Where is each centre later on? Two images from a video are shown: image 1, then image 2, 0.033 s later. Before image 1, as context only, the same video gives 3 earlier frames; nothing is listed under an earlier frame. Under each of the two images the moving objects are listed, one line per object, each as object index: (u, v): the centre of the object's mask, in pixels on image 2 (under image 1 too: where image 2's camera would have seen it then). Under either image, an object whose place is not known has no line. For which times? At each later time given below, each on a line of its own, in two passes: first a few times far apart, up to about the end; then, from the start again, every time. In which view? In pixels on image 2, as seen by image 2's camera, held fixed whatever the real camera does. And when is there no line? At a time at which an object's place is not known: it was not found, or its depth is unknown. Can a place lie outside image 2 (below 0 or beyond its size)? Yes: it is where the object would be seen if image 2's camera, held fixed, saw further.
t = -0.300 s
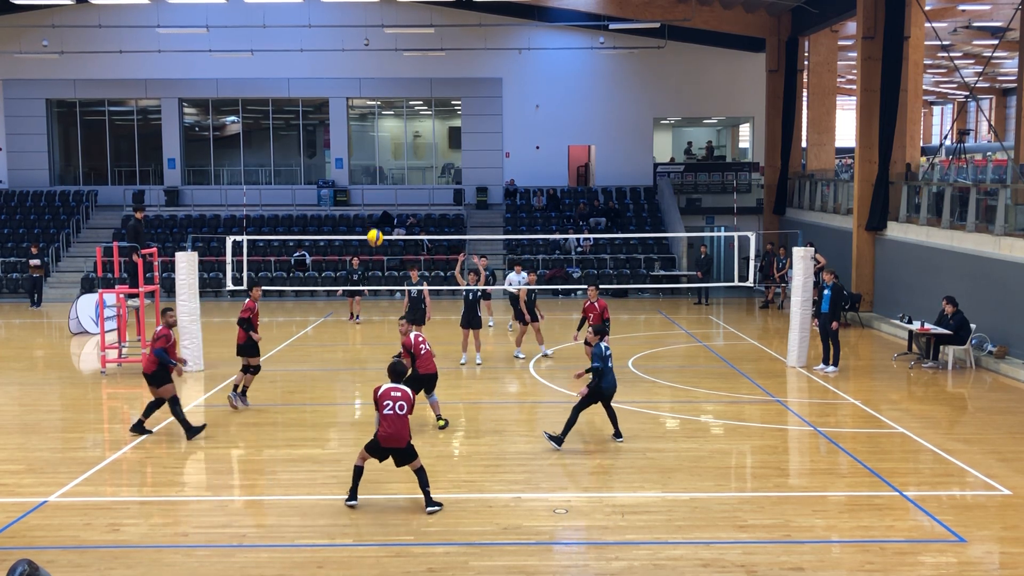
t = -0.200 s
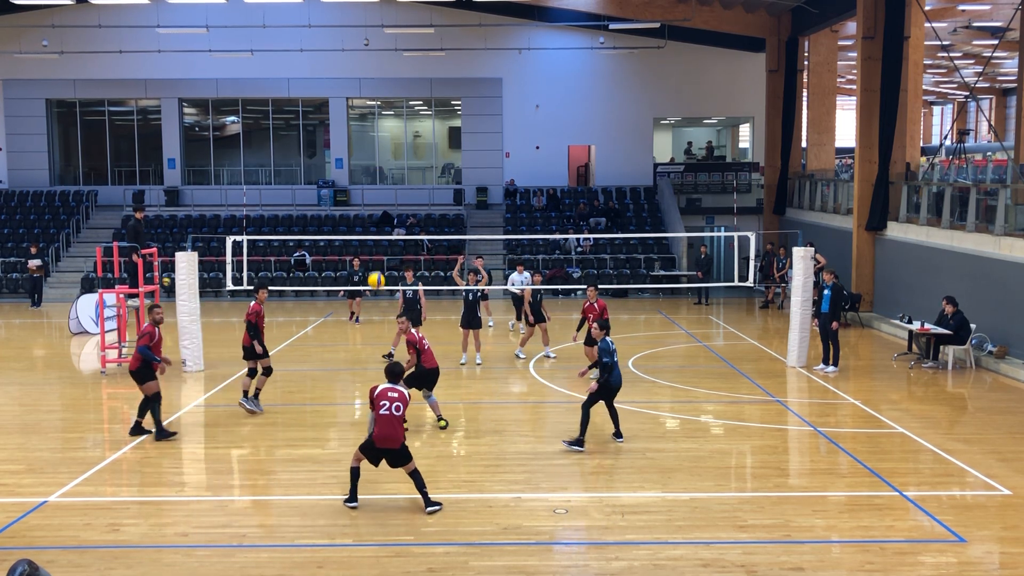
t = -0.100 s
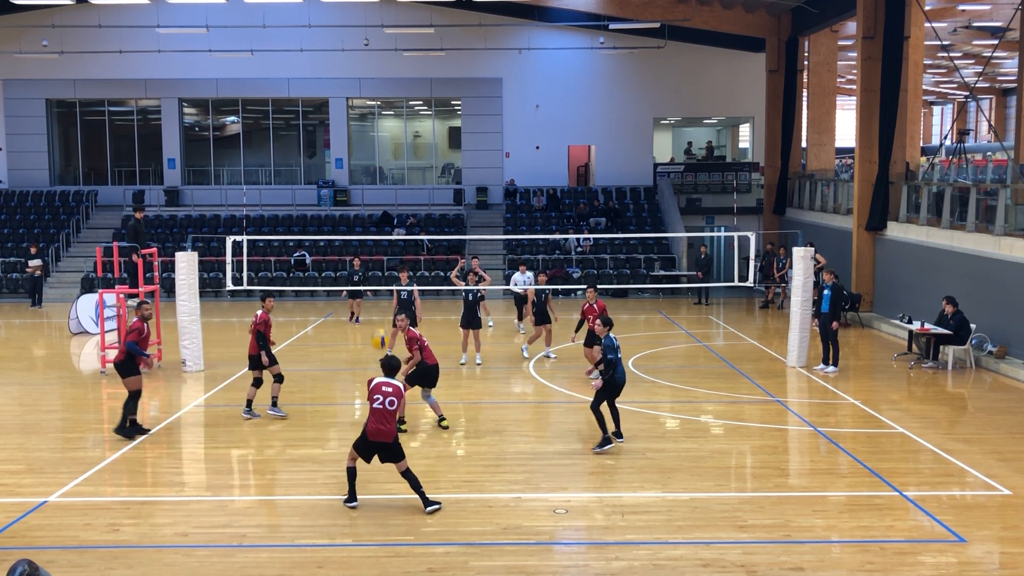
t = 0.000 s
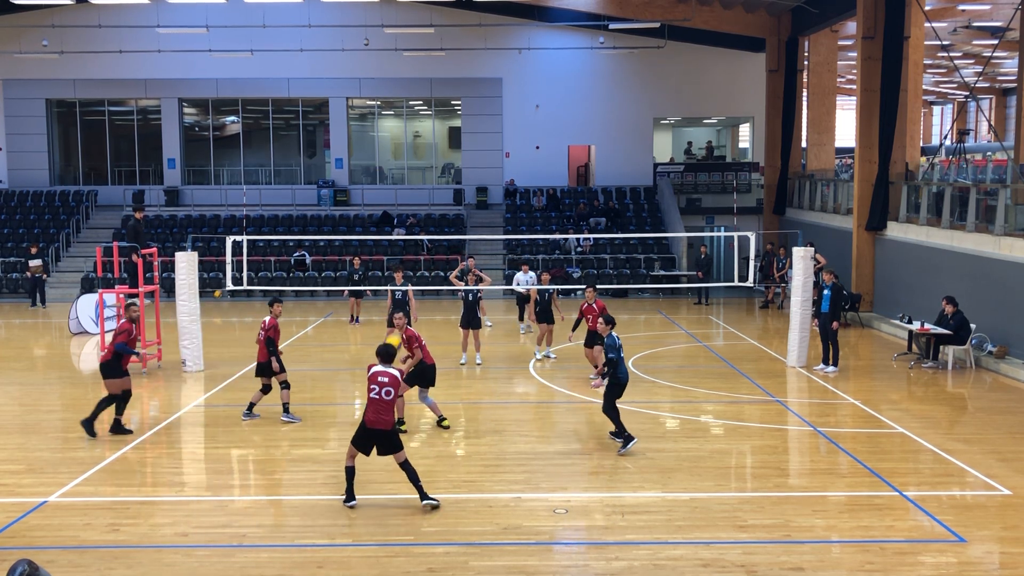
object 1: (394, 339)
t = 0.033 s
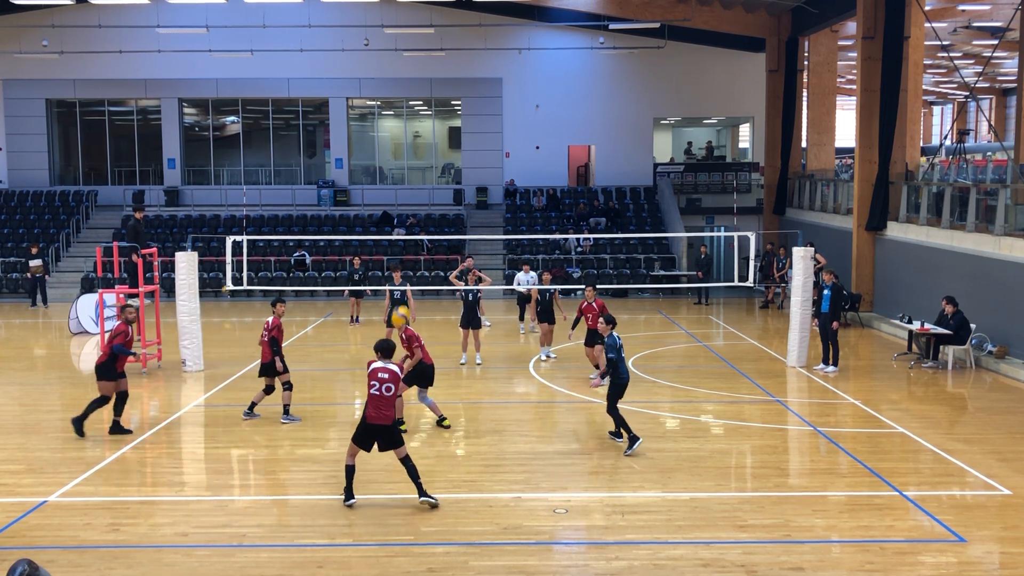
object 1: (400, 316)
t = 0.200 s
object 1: (434, 203)
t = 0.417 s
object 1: (475, 102)
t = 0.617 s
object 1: (509, 50)
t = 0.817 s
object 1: (541, 31)
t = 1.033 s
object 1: (573, 43)
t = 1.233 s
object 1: (598, 81)
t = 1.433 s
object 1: (620, 140)
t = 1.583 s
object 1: (633, 195)
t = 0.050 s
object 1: (404, 304)
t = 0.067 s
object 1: (407, 291)
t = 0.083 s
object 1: (411, 277)
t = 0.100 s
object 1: (414, 267)
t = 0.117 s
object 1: (417, 255)
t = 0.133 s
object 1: (421, 245)
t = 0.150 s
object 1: (424, 233)
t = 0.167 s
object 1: (427, 223)
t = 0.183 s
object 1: (430, 213)
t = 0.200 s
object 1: (434, 203)
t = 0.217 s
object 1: (437, 193)
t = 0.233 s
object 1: (441, 183)
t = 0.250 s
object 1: (444, 175)
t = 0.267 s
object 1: (447, 167)
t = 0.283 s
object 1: (451, 157)
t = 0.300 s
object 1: (453, 149)
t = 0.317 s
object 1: (456, 142)
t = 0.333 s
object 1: (460, 135)
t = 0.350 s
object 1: (463, 128)
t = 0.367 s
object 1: (466, 121)
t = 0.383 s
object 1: (468, 114)
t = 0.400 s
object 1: (472, 108)
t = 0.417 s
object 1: (475, 102)
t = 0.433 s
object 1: (478, 96)
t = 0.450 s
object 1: (481, 90)
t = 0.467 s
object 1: (483, 85)
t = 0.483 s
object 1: (486, 80)
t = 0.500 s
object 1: (489, 75)
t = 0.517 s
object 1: (492, 71)
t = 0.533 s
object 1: (495, 67)
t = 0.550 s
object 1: (498, 63)
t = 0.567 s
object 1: (501, 59)
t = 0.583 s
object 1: (504, 56)
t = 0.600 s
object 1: (507, 52)
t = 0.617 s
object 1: (509, 50)
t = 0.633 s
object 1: (512, 47)
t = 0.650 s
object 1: (515, 44)
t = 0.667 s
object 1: (517, 42)
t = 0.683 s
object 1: (520, 40)
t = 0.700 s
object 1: (523, 38)
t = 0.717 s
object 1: (526, 36)
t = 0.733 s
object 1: (528, 35)
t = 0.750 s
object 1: (531, 33)
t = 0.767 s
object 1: (534, 32)
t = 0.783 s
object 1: (536, 32)
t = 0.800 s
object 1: (539, 31)
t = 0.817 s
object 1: (541, 31)
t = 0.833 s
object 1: (544, 30)
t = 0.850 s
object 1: (547, 30)
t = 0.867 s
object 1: (549, 31)
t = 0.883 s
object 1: (551, 31)
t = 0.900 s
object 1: (554, 32)
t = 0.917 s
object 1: (556, 32)
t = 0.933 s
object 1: (559, 33)
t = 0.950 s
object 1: (561, 34)
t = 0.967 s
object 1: (563, 36)
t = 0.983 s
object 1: (566, 37)
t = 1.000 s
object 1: (567, 39)
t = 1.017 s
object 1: (570, 41)
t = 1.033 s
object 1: (573, 43)
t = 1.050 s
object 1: (575, 45)
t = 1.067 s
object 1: (577, 47)
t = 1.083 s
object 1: (579, 50)
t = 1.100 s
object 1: (582, 53)
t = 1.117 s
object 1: (584, 56)
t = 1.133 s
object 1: (586, 59)
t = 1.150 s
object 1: (588, 62)
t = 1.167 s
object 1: (590, 66)
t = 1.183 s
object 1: (592, 69)
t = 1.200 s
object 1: (594, 73)
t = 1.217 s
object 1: (596, 77)
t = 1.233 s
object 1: (598, 81)
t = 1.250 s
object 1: (600, 85)
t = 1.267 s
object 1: (602, 90)
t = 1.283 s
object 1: (603, 94)
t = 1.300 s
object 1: (605, 98)
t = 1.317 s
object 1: (607, 103)
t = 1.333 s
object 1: (609, 108)
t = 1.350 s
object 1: (611, 113)
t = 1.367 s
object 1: (613, 118)
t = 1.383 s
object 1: (614, 124)
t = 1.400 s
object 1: (616, 129)
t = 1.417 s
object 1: (618, 134)
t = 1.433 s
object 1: (620, 140)
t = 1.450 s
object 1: (621, 145)
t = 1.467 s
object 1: (622, 151)
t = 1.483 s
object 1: (624, 157)
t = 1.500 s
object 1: (626, 163)
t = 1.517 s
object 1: (627, 170)
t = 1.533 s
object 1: (628, 175)
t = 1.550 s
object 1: (630, 182)
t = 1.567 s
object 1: (632, 188)
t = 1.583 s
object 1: (633, 195)
